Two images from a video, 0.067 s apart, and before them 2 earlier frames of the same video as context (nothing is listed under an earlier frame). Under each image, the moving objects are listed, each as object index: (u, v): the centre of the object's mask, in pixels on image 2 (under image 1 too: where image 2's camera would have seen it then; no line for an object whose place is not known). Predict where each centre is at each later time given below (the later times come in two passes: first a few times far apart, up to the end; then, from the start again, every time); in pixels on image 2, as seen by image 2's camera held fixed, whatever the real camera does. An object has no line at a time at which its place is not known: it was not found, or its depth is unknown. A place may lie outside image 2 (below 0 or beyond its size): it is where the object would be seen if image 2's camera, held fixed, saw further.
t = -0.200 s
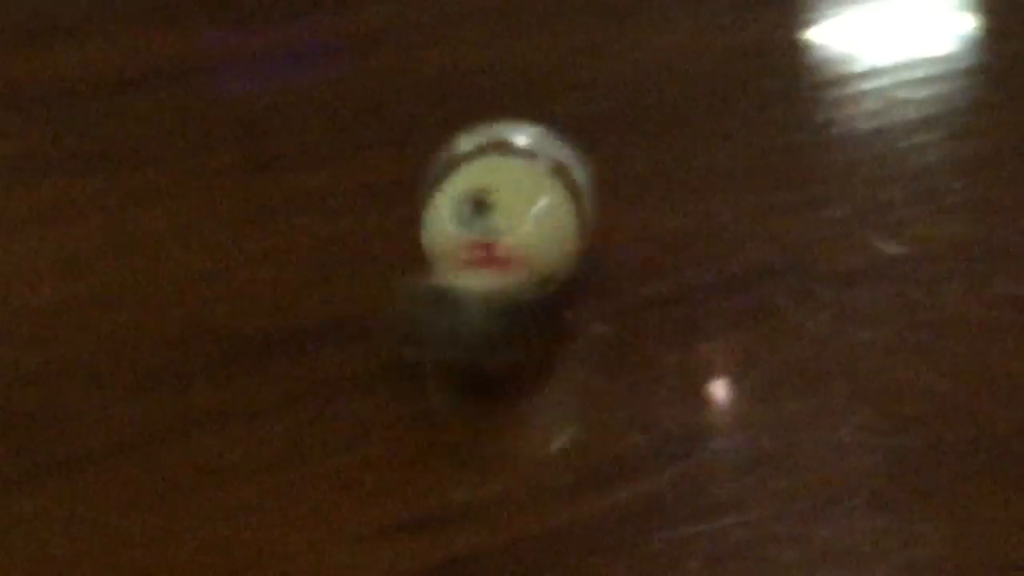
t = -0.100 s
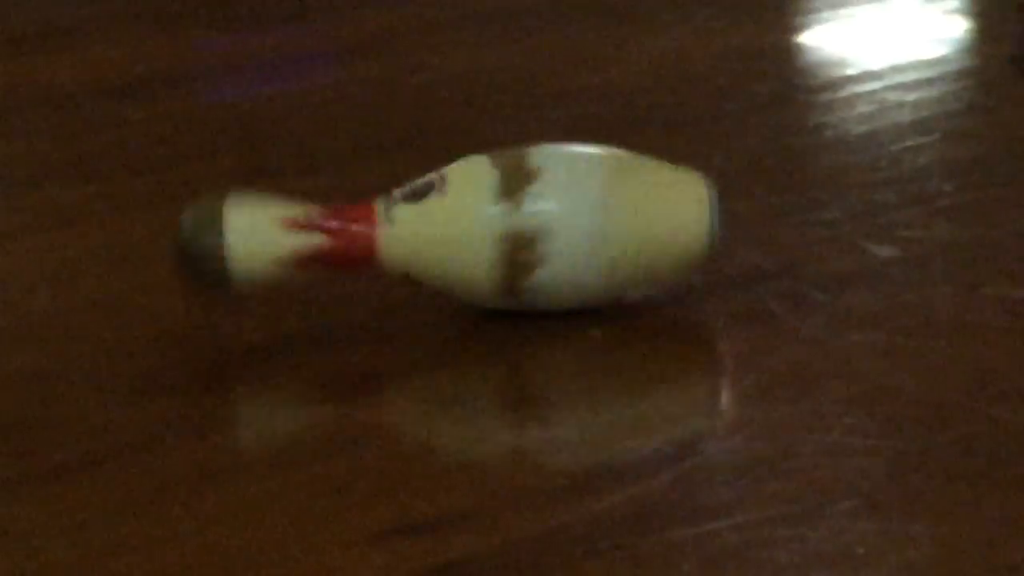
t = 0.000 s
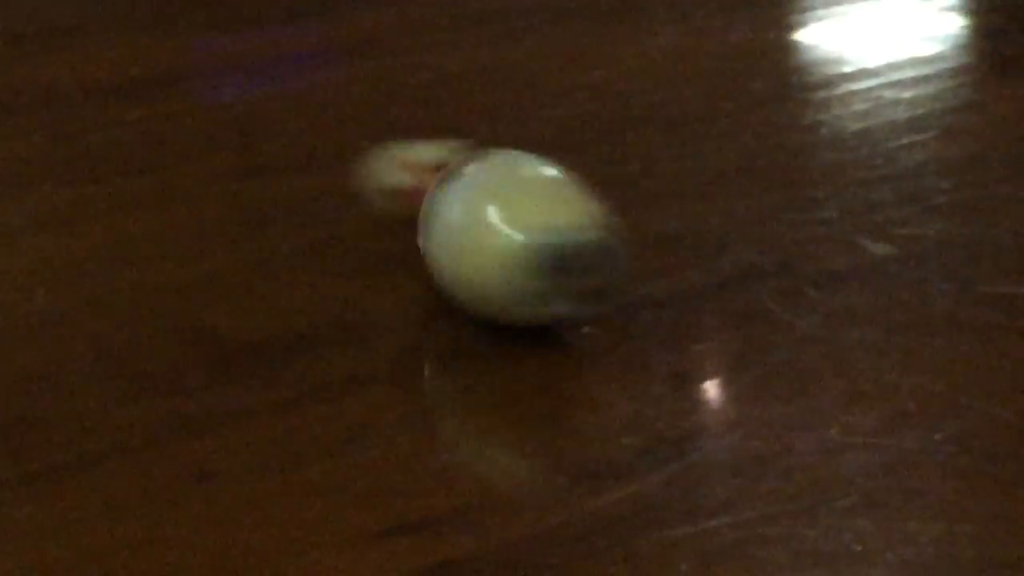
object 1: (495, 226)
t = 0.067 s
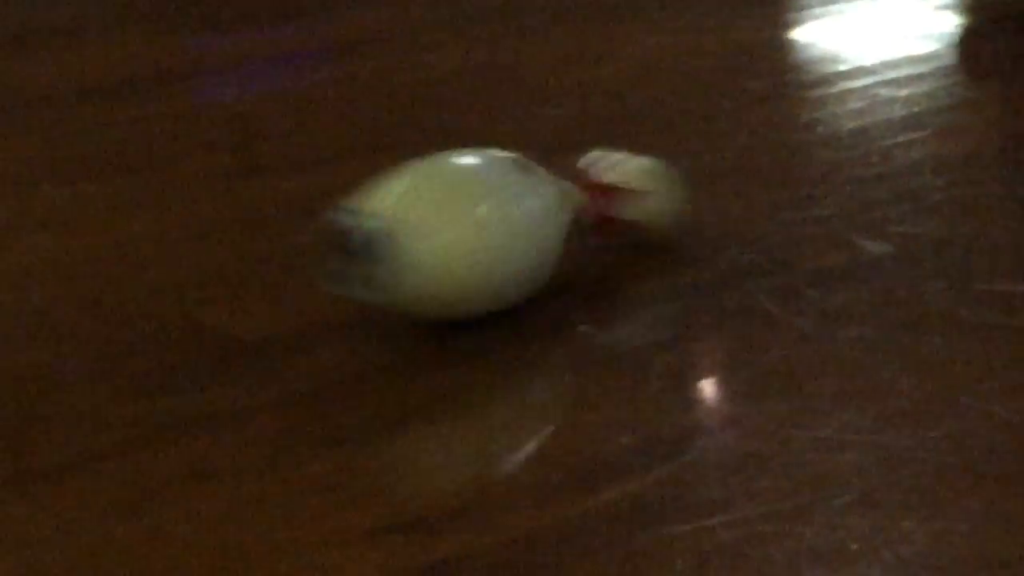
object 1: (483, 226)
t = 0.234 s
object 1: (474, 219)
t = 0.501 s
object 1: (440, 230)
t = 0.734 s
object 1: (436, 213)
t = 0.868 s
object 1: (422, 232)
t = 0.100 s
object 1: (491, 225)
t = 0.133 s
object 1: (503, 226)
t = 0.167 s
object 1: (504, 227)
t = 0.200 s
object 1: (491, 228)
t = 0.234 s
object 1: (474, 219)
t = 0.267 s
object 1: (459, 227)
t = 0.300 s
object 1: (443, 228)
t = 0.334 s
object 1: (437, 225)
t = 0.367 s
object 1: (443, 223)
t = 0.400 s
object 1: (447, 223)
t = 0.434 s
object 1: (449, 225)
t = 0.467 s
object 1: (451, 227)
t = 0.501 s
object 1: (440, 230)
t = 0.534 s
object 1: (440, 224)
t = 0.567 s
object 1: (443, 224)
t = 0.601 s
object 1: (458, 224)
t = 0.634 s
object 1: (465, 227)
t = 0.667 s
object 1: (446, 229)
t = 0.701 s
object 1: (438, 231)
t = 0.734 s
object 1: (436, 213)
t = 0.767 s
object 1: (414, 245)
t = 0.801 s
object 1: (408, 243)
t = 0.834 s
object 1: (413, 237)
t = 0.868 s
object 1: (422, 232)
